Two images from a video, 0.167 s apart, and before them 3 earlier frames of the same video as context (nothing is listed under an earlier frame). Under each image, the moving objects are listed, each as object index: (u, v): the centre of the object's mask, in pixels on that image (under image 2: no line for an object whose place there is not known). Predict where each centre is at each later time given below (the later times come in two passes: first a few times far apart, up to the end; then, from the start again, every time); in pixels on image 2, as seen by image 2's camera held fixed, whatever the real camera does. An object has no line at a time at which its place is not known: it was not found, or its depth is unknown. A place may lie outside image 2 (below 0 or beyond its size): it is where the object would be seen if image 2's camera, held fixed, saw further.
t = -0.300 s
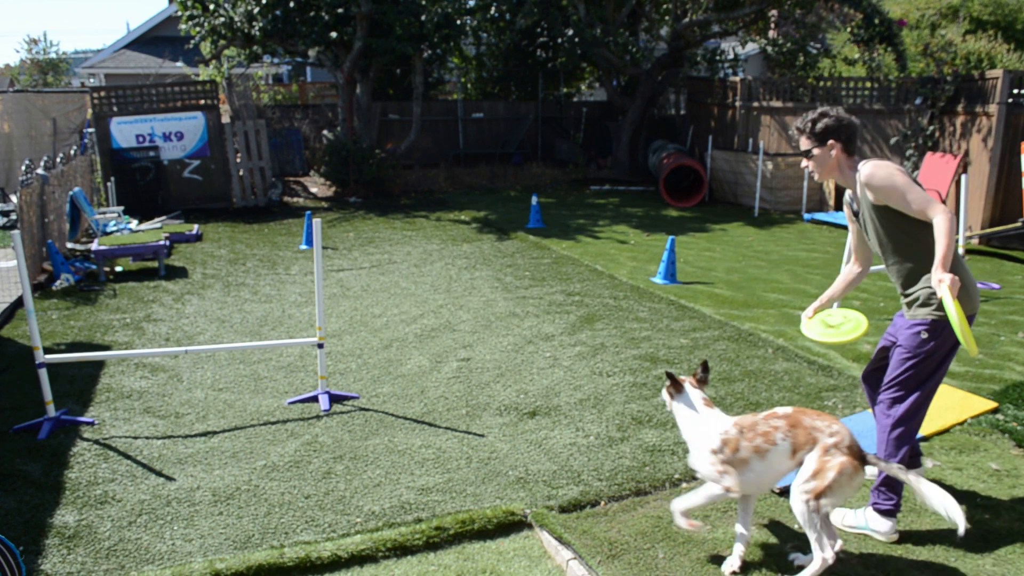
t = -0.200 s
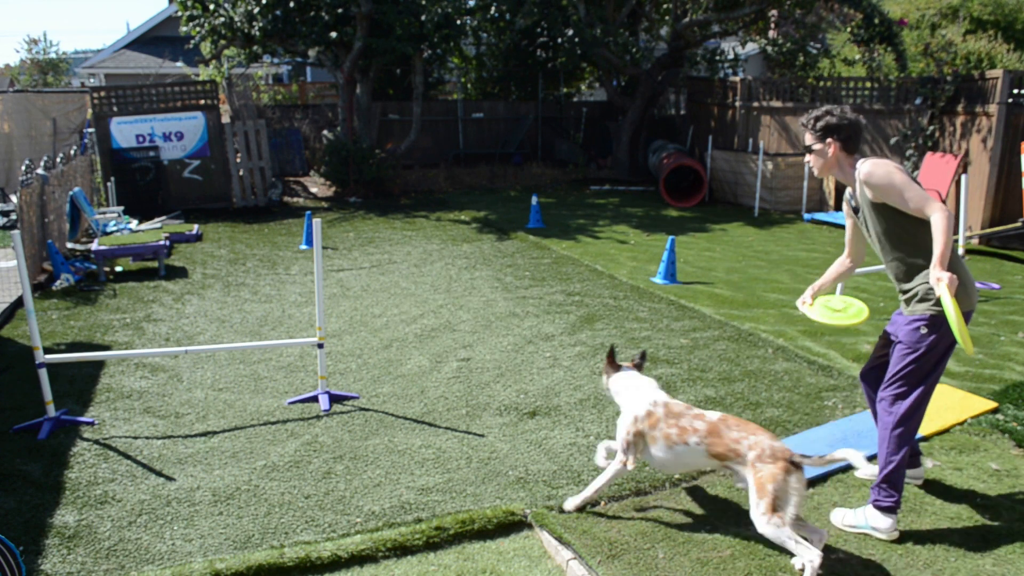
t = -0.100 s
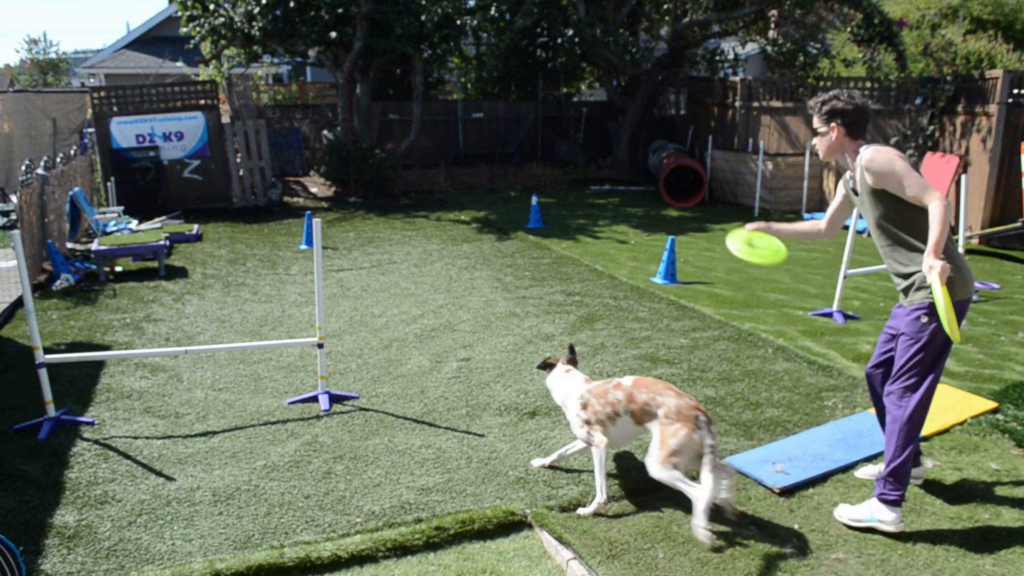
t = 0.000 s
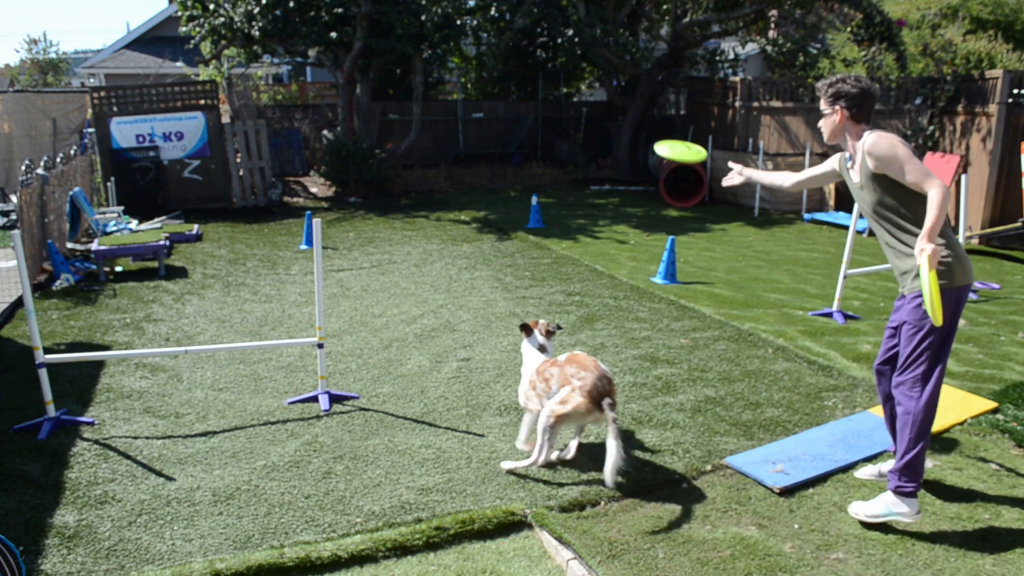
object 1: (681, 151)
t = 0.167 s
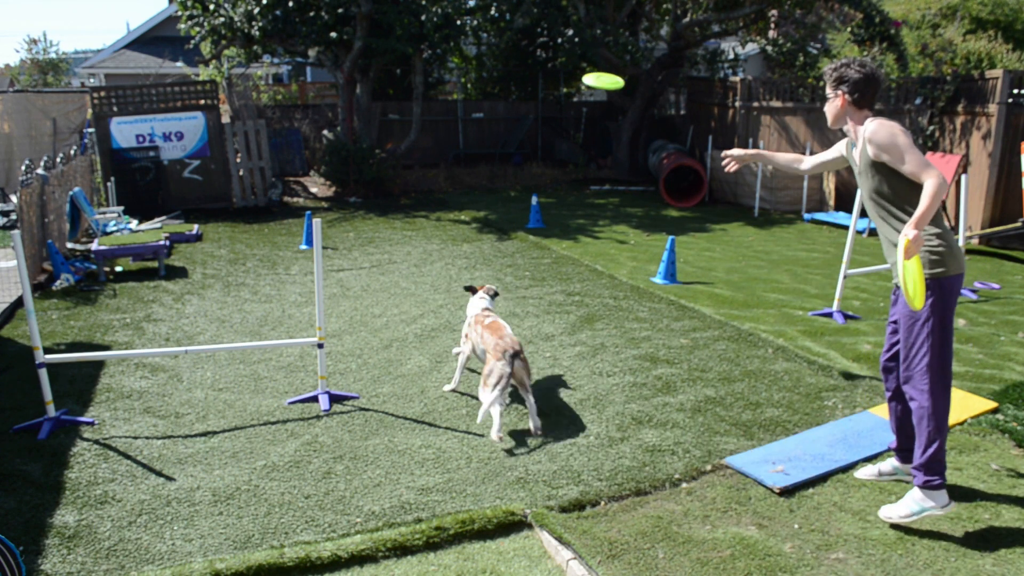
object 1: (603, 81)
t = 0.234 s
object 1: (580, 73)
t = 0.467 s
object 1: (524, 69)
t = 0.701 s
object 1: (490, 79)
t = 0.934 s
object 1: (460, 91)
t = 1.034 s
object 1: (446, 99)
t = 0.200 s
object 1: (591, 76)
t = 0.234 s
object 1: (580, 73)
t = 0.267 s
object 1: (570, 71)
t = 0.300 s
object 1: (561, 70)
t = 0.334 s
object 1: (552, 69)
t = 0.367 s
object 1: (544, 69)
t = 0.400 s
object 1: (537, 69)
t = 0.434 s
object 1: (530, 69)
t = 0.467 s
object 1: (524, 69)
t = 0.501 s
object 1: (519, 70)
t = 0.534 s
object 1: (513, 72)
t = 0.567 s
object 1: (508, 73)
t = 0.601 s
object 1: (504, 75)
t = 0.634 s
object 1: (499, 76)
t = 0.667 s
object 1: (494, 78)
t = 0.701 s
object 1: (490, 79)
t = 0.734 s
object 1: (486, 81)
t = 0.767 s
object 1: (481, 82)
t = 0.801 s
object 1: (477, 84)
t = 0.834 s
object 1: (473, 85)
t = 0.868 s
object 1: (468, 87)
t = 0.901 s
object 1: (464, 89)
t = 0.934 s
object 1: (460, 91)
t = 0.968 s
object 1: (455, 93)
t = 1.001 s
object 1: (451, 96)
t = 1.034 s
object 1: (446, 99)
